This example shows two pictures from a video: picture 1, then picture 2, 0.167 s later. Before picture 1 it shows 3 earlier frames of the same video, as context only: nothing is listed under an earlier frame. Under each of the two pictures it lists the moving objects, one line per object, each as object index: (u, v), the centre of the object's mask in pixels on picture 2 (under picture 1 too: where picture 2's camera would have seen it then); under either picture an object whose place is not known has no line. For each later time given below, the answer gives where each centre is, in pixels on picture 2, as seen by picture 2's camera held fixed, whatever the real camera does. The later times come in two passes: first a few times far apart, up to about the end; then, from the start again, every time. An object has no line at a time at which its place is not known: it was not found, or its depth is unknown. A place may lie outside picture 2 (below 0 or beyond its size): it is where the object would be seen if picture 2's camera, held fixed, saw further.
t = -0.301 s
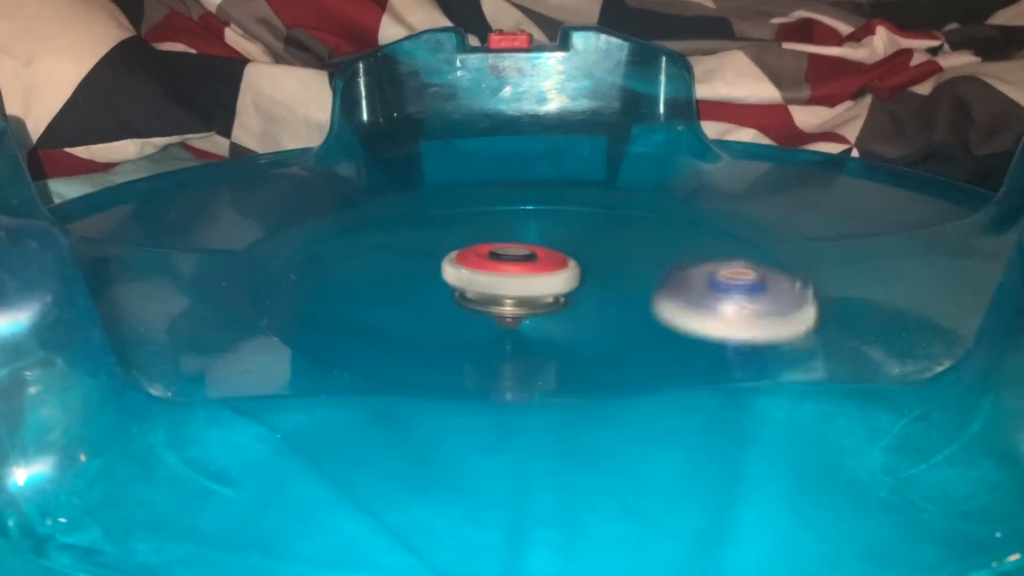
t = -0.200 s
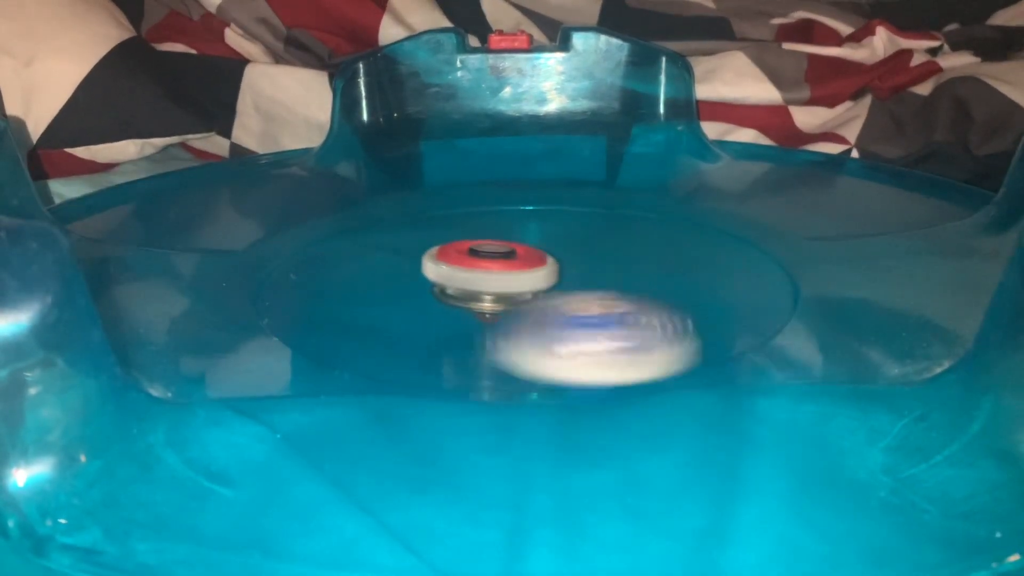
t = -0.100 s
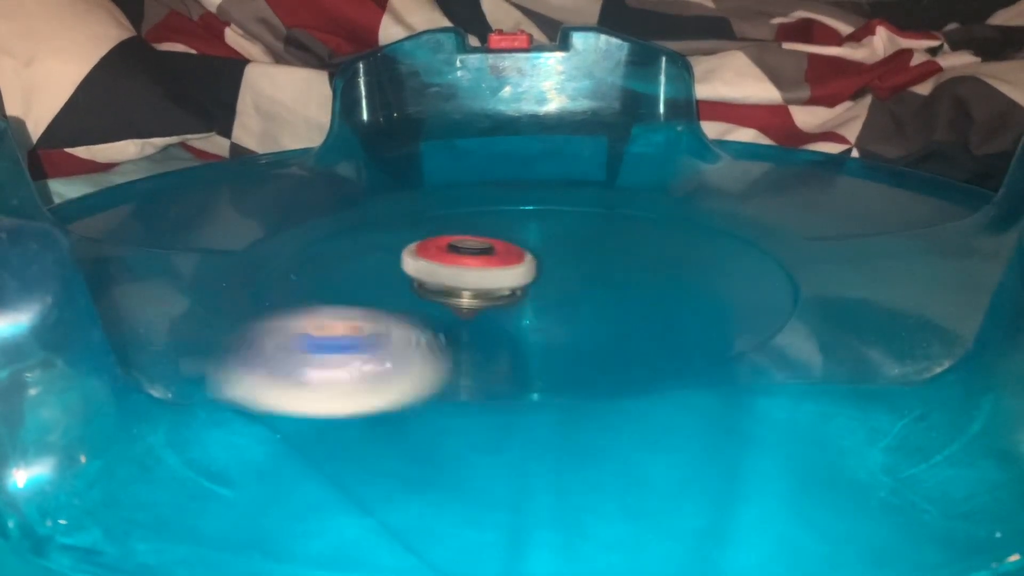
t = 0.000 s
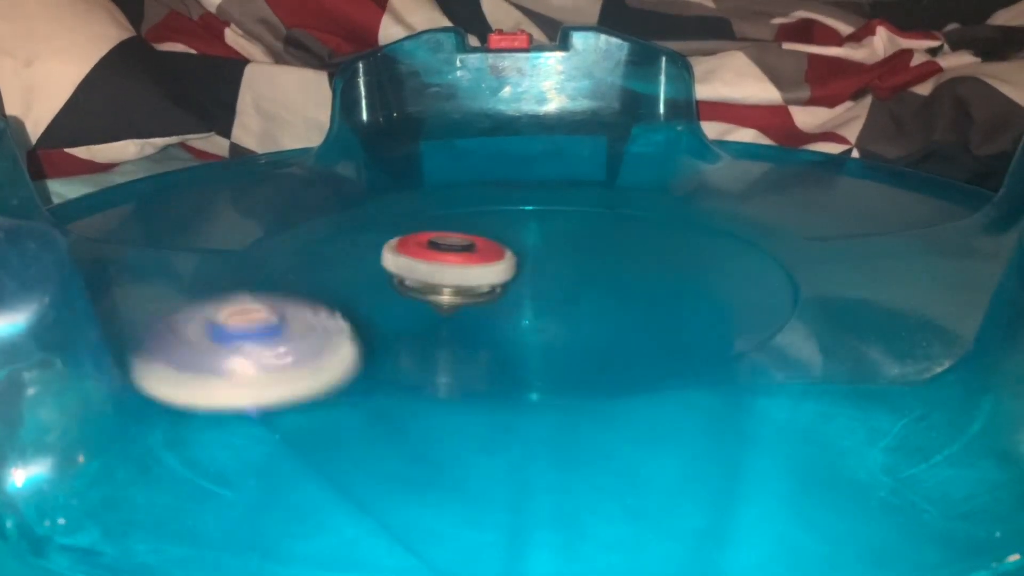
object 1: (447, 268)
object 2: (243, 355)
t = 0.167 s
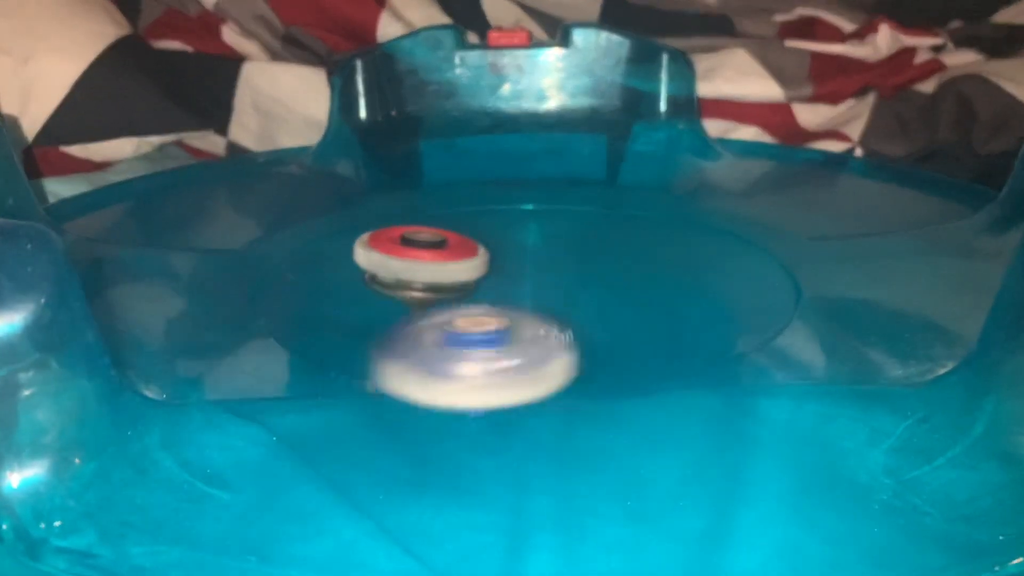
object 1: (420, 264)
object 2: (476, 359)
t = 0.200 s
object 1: (417, 262)
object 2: (506, 355)
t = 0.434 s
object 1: (402, 261)
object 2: (622, 349)
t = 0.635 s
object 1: (412, 261)
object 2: (656, 344)
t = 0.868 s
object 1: (435, 257)
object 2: (514, 340)
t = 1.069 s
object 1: (511, 197)
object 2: (245, 276)
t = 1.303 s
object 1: (473, 183)
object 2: (301, 227)
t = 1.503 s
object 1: (543, 148)
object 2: (504, 218)
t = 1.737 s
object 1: (559, 125)
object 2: (745, 276)
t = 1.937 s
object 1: (562, 126)
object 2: (457, 341)
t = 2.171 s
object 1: (561, 151)
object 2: (331, 226)
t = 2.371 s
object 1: (929, 136)
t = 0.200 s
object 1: (417, 262)
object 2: (506, 355)
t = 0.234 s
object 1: (414, 262)
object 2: (534, 353)
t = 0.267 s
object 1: (410, 262)
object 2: (558, 351)
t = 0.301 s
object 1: (408, 261)
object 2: (578, 350)
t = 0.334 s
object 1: (405, 261)
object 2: (591, 349)
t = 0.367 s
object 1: (404, 261)
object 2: (601, 349)
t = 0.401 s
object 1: (403, 261)
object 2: (611, 350)
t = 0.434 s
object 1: (402, 261)
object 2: (622, 349)
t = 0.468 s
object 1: (402, 261)
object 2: (631, 348)
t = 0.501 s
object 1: (402, 261)
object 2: (638, 347)
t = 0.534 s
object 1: (404, 261)
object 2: (642, 347)
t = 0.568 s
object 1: (406, 261)
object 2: (648, 347)
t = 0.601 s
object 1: (409, 261)
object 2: (653, 346)
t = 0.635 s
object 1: (412, 261)
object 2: (656, 344)
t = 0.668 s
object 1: (415, 260)
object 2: (655, 343)
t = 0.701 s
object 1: (419, 260)
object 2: (652, 342)
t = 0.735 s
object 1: (422, 259)
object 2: (643, 342)
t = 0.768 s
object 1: (425, 259)
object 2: (627, 340)
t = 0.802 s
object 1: (428, 258)
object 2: (599, 339)
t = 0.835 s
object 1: (432, 258)
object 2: (558, 339)
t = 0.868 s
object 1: (435, 257)
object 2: (514, 340)
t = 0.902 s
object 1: (438, 255)
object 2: (463, 330)
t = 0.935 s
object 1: (444, 250)
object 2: (419, 317)
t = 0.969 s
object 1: (452, 250)
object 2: (387, 301)
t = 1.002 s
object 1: (472, 235)
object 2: (331, 296)
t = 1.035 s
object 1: (497, 212)
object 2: (276, 290)
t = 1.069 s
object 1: (511, 197)
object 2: (245, 276)
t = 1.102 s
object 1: (515, 185)
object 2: (225, 276)
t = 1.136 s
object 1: (511, 175)
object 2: (215, 273)
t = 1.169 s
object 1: (504, 171)
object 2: (217, 265)
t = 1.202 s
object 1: (495, 177)
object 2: (225, 257)
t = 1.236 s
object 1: (486, 181)
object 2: (243, 247)
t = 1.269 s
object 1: (479, 183)
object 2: (267, 236)
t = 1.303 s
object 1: (473, 183)
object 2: (301, 227)
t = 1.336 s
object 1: (470, 182)
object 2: (341, 217)
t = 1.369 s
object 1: (472, 175)
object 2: (380, 210)
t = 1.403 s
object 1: (497, 164)
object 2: (400, 209)
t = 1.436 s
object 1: (520, 158)
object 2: (428, 212)
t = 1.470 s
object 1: (535, 153)
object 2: (464, 215)
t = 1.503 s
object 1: (543, 148)
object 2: (504, 218)
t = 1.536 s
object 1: (546, 143)
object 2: (549, 221)
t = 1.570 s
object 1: (548, 138)
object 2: (595, 227)
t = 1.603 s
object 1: (550, 134)
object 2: (640, 233)
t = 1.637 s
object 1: (553, 130)
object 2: (677, 240)
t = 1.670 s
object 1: (555, 128)
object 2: (710, 251)
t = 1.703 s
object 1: (557, 126)
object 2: (733, 263)
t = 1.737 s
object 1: (559, 125)
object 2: (745, 276)
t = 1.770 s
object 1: (559, 124)
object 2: (743, 292)
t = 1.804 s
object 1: (560, 124)
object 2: (724, 309)
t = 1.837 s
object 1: (560, 124)
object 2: (685, 325)
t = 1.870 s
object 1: (561, 124)
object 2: (618, 336)
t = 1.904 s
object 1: (561, 125)
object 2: (538, 343)
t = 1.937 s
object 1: (562, 126)
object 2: (457, 341)
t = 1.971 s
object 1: (562, 127)
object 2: (385, 331)
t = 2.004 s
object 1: (563, 129)
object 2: (332, 315)
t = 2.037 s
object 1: (564, 131)
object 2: (299, 297)
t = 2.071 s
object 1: (564, 135)
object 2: (284, 277)
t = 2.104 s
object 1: (564, 139)
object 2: (286, 257)
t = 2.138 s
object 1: (563, 144)
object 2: (304, 240)
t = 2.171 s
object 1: (561, 151)
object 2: (331, 226)
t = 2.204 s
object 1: (558, 158)
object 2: (365, 214)
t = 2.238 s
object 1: (554, 166)
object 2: (404, 205)
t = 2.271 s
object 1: (560, 176)
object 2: (433, 199)
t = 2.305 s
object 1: (679, 154)
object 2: (331, 193)
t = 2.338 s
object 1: (831, 140)
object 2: (226, 189)
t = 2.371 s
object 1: (929, 136)
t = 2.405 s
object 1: (975, 130)
